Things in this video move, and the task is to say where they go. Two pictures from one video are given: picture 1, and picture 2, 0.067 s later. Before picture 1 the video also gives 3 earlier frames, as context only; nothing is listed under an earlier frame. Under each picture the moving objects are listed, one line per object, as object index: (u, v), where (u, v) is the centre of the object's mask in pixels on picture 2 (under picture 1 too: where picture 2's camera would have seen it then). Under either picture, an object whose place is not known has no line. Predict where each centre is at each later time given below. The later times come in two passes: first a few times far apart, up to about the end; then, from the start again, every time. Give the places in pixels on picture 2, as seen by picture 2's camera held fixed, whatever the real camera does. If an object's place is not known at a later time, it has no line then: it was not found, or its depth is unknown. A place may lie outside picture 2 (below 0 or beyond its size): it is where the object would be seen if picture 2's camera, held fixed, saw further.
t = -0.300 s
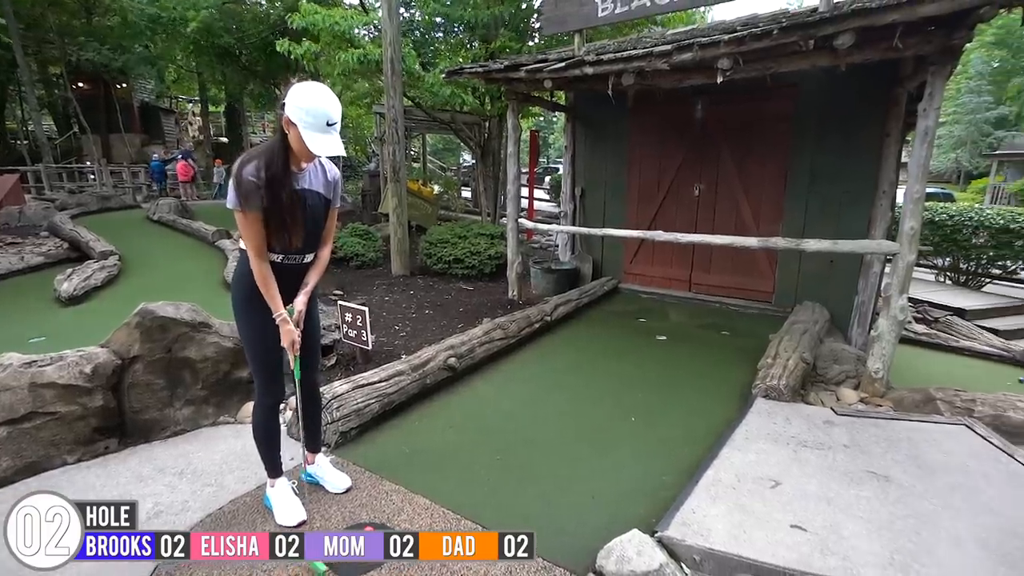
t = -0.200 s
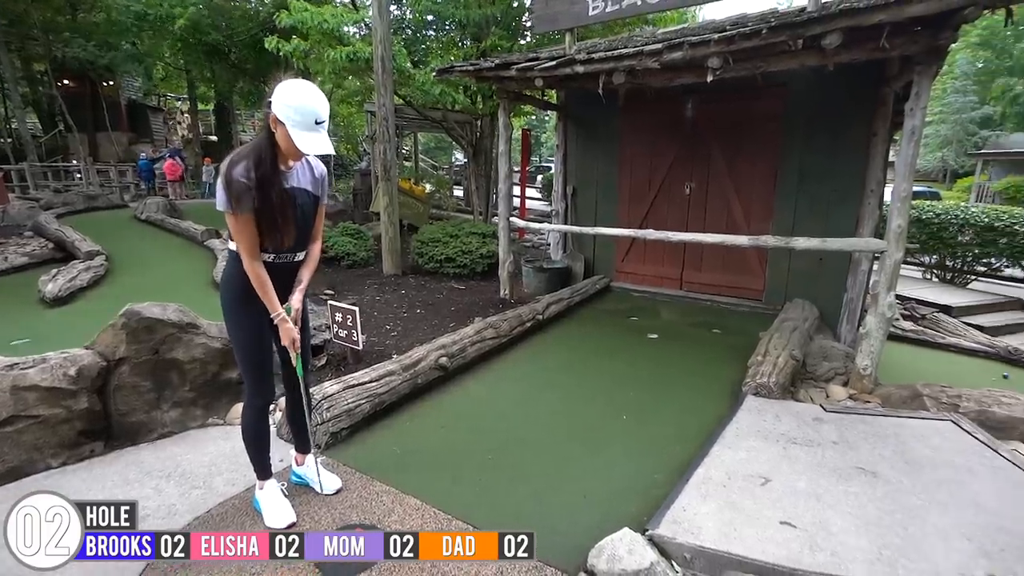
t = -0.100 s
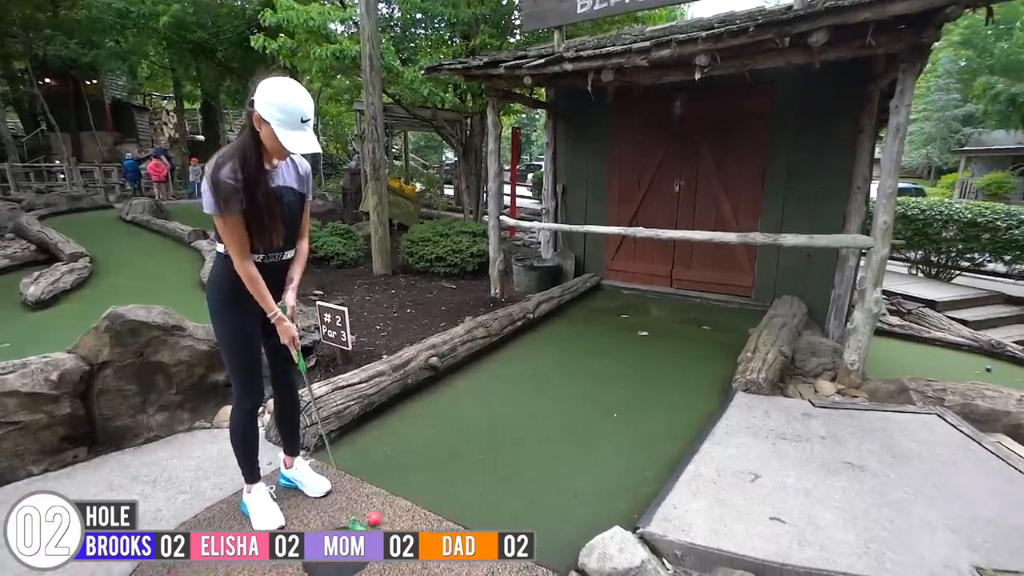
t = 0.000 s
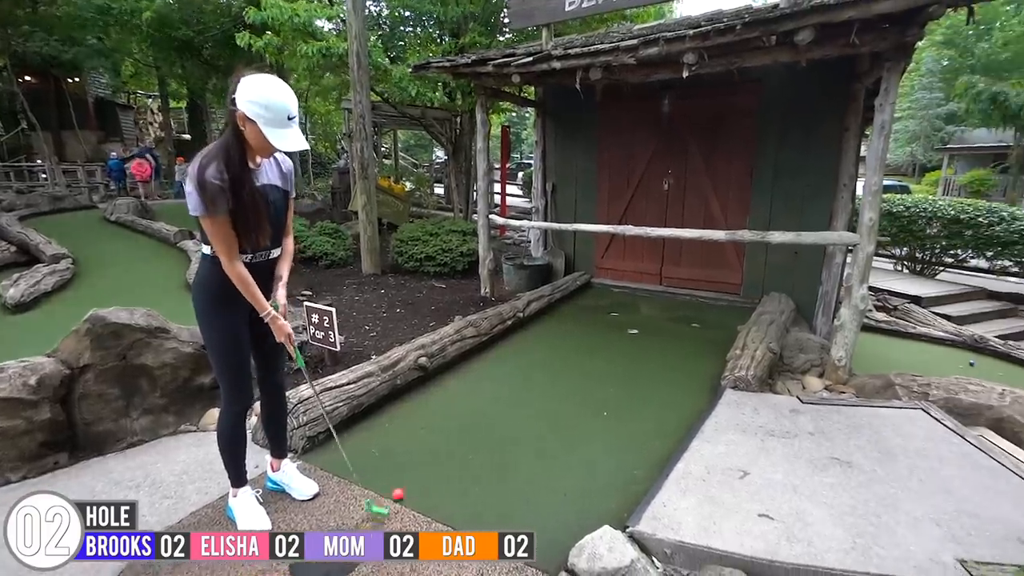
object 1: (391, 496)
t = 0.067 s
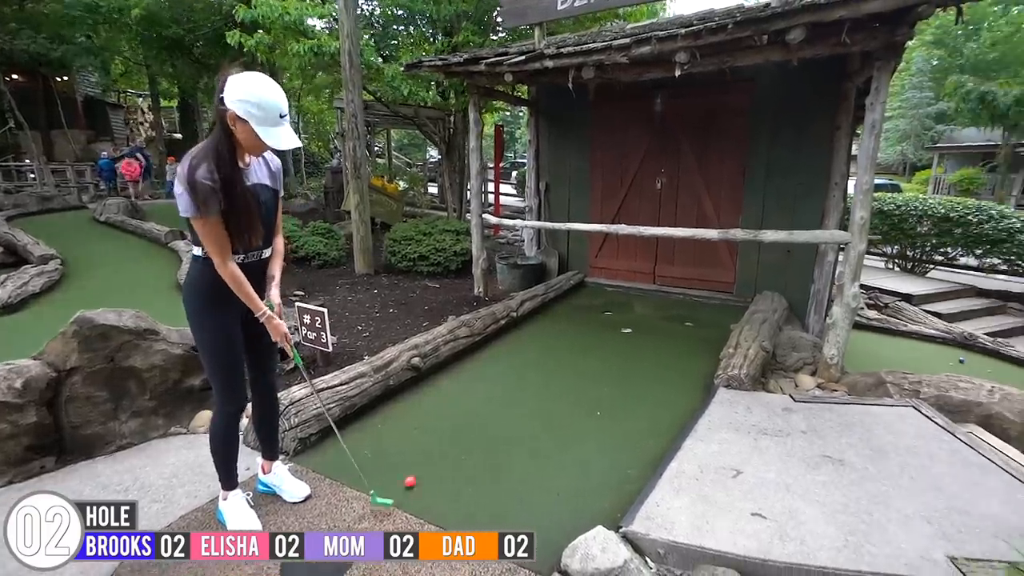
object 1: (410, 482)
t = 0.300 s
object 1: (463, 441)
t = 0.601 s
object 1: (513, 403)
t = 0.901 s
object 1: (548, 376)
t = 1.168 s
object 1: (571, 357)
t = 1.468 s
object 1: (589, 340)
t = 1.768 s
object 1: (604, 327)
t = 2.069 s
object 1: (614, 317)
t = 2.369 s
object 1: (618, 313)
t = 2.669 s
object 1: (618, 305)
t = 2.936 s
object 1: (610, 296)
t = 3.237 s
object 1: (603, 293)
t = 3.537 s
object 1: (599, 295)
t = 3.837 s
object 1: (601, 302)
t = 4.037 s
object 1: (605, 311)
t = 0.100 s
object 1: (419, 476)
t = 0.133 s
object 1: (427, 469)
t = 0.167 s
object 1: (435, 463)
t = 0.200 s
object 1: (442, 457)
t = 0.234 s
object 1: (450, 452)
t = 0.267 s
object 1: (457, 446)
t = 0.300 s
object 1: (463, 441)
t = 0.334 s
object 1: (470, 436)
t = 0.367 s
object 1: (476, 431)
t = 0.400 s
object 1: (482, 427)
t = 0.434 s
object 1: (488, 423)
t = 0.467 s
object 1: (493, 419)
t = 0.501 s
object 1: (498, 415)
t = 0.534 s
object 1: (504, 410)
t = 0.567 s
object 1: (509, 407)
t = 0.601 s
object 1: (513, 403)
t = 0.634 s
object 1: (518, 400)
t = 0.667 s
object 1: (522, 397)
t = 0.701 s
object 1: (527, 393)
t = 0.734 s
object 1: (530, 390)
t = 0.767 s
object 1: (534, 387)
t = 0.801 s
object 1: (538, 384)
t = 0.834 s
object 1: (541, 381)
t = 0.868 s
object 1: (545, 378)
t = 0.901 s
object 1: (548, 376)
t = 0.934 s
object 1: (551, 373)
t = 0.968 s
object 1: (555, 370)
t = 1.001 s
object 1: (557, 368)
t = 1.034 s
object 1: (560, 365)
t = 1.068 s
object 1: (564, 363)
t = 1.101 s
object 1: (566, 361)
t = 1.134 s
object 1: (569, 359)
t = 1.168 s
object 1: (571, 357)
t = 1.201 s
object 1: (573, 355)
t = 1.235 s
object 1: (575, 352)
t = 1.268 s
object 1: (578, 350)
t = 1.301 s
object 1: (580, 349)
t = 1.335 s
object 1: (582, 347)
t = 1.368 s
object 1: (584, 345)
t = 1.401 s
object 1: (586, 343)
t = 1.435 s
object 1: (587, 341)
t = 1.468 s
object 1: (589, 340)
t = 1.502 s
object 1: (591, 338)
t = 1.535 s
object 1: (593, 336)
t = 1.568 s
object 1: (594, 335)
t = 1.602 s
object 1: (596, 333)
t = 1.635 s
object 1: (598, 332)
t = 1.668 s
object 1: (599, 331)
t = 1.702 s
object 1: (601, 329)
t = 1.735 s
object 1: (602, 328)
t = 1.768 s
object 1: (604, 327)
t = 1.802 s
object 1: (605, 326)
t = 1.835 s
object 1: (606, 324)
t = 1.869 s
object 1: (607, 323)
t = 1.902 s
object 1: (608, 322)
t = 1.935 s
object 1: (609, 321)
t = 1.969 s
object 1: (610, 320)
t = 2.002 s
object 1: (612, 318)
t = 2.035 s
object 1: (612, 317)
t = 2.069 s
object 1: (614, 317)
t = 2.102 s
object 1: (614, 315)
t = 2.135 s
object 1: (615, 315)
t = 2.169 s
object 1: (615, 315)
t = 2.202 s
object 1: (616, 315)
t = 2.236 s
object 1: (617, 314)
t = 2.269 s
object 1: (617, 314)
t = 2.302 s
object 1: (617, 313)
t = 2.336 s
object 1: (618, 313)
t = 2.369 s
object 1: (618, 313)
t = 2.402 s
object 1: (619, 312)
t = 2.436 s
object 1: (619, 312)
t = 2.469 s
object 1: (619, 311)
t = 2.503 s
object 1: (619, 310)
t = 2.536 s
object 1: (619, 309)
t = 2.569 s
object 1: (619, 308)
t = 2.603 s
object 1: (619, 307)
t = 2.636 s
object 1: (618, 306)
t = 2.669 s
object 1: (618, 305)
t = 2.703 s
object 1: (618, 303)
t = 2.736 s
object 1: (616, 301)
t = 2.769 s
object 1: (616, 301)
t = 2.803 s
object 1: (614, 299)
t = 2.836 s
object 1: (613, 298)
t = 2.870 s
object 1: (612, 297)
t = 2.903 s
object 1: (611, 296)
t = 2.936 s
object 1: (610, 296)
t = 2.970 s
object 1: (609, 295)
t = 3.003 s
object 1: (608, 295)
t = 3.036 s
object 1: (608, 294)
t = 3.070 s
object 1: (607, 293)
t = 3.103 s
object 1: (606, 293)
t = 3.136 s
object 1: (605, 293)
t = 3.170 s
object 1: (604, 293)
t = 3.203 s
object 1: (603, 293)
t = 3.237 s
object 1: (603, 293)
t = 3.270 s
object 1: (602, 293)
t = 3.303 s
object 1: (601, 292)
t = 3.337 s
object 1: (601, 293)
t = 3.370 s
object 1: (600, 293)
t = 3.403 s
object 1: (600, 293)
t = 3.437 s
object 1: (600, 294)
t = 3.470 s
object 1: (599, 294)
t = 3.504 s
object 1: (599, 295)
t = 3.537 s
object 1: (599, 295)
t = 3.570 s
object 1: (600, 296)
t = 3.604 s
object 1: (599, 296)
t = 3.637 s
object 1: (600, 297)
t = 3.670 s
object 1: (600, 298)
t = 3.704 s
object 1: (599, 299)
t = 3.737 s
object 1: (599, 300)
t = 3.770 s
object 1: (600, 300)
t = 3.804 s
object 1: (601, 301)
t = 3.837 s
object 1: (601, 302)
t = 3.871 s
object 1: (601, 303)
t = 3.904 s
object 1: (602, 304)
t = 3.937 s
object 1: (602, 305)
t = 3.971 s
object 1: (603, 307)
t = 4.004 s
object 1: (604, 308)
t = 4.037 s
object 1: (605, 311)
